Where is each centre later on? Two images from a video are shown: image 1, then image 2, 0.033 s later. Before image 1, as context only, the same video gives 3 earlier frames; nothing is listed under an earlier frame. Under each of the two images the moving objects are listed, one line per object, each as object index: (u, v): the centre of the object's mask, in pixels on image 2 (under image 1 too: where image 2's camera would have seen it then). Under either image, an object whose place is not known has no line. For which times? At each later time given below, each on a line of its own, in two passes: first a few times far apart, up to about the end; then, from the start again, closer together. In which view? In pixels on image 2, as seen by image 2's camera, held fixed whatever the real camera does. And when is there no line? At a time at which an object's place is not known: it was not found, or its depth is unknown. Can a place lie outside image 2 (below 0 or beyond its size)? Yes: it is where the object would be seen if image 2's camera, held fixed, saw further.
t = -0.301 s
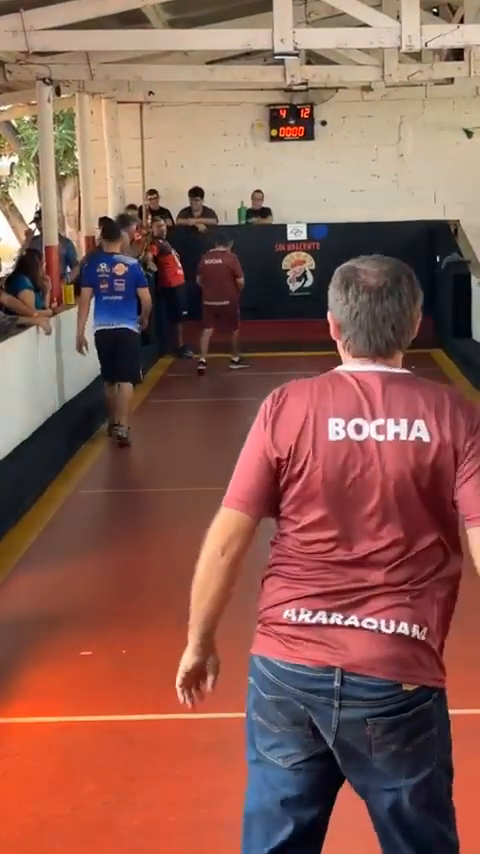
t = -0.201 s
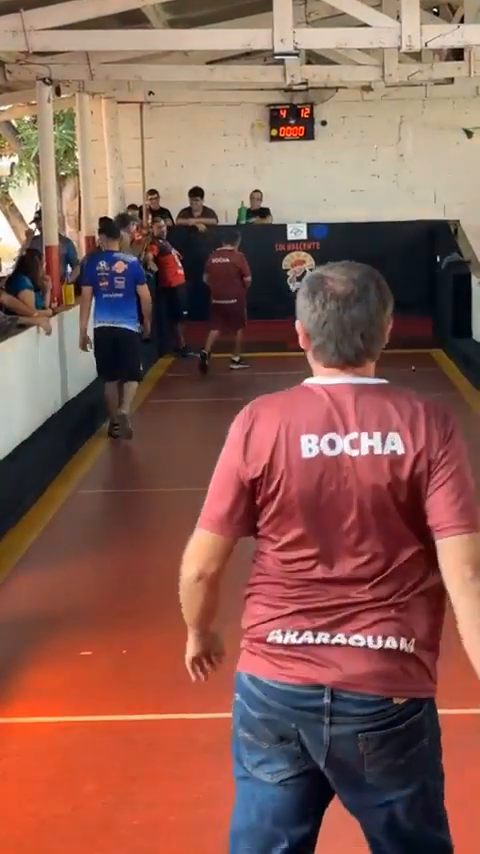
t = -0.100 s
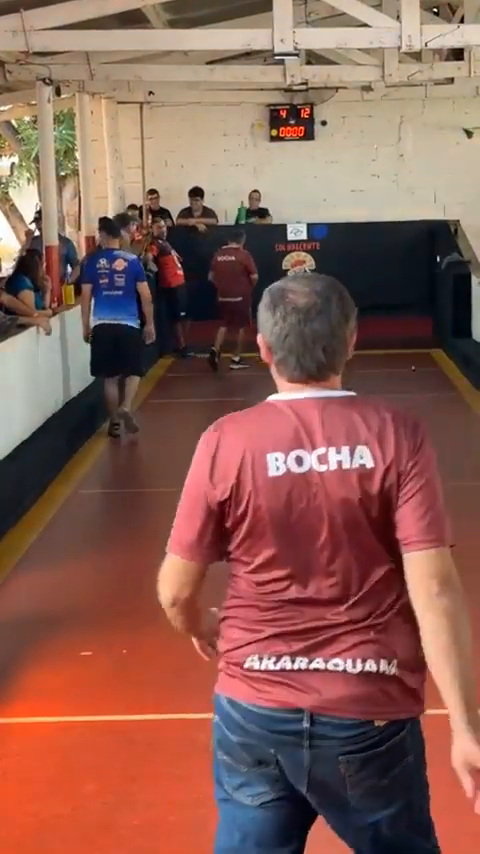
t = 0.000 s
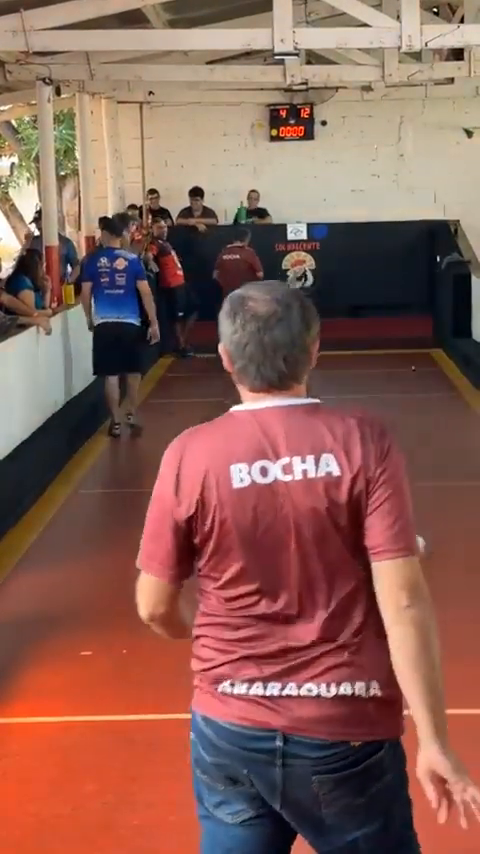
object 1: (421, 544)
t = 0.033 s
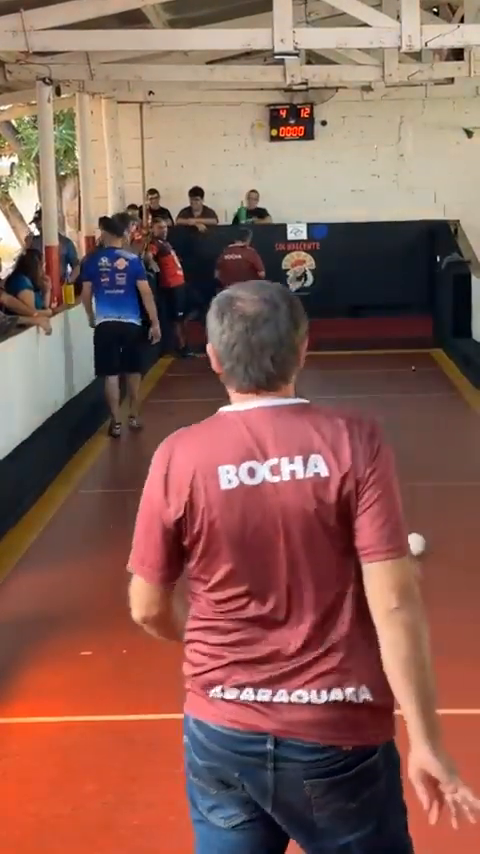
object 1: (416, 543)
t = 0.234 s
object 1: (413, 531)
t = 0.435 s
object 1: (415, 520)
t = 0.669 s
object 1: (414, 508)
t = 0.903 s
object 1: (413, 496)
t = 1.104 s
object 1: (413, 487)
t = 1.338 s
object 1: (412, 478)
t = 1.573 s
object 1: (411, 470)
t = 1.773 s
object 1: (411, 463)
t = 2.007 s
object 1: (410, 456)
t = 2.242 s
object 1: (408, 450)
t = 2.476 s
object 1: (407, 443)
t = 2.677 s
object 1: (406, 439)
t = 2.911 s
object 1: (404, 433)
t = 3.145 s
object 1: (403, 428)
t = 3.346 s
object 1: (402, 425)
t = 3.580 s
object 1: (400, 421)
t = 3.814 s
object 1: (399, 416)
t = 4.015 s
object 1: (397, 413)
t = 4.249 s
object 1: (395, 410)
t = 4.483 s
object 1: (393, 407)
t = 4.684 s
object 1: (391, 404)
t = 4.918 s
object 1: (389, 402)
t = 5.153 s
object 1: (386, 400)
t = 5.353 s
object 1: (385, 397)
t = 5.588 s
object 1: (382, 395)
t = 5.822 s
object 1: (380, 393)
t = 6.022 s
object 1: (378, 392)
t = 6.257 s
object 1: (376, 390)
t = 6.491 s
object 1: (374, 389)
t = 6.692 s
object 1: (372, 387)
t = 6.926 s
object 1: (370, 386)
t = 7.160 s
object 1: (367, 385)
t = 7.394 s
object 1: (364, 384)
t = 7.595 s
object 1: (362, 383)
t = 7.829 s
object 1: (360, 382)
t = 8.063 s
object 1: (357, 381)
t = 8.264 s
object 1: (356, 380)
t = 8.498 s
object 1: (354, 379)
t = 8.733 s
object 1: (352, 379)
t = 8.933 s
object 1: (350, 378)
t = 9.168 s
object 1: (348, 378)
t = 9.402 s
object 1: (346, 377)
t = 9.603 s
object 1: (345, 377)
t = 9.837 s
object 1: (344, 377)
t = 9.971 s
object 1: (344, 377)
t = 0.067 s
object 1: (414, 542)
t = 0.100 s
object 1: (414, 540)
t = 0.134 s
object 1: (414, 538)
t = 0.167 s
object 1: (414, 536)
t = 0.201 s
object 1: (413, 533)
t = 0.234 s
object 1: (413, 531)
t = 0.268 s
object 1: (414, 530)
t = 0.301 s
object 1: (414, 528)
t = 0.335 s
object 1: (414, 526)
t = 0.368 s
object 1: (414, 524)
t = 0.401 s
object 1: (415, 522)
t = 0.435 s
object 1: (415, 520)
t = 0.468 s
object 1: (415, 518)
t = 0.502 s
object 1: (415, 516)
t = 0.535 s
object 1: (415, 515)
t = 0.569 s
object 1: (415, 513)
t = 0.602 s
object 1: (415, 511)
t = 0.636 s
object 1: (415, 509)
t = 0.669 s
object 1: (414, 508)
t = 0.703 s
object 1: (414, 506)
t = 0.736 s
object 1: (414, 505)
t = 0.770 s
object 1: (413, 503)
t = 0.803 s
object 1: (413, 500)
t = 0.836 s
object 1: (413, 499)
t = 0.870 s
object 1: (413, 497)
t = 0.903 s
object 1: (413, 496)
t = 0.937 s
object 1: (413, 495)
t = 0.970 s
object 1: (413, 493)
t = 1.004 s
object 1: (413, 492)
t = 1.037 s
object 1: (413, 490)
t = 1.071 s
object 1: (413, 489)
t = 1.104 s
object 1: (413, 487)
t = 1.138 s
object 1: (413, 486)
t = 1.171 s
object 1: (413, 485)
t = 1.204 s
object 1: (413, 483)
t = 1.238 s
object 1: (413, 482)
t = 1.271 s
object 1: (413, 481)
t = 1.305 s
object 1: (412, 479)
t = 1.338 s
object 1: (412, 478)
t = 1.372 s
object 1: (412, 477)
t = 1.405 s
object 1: (412, 476)
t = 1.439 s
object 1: (412, 474)
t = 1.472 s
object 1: (412, 473)
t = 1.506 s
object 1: (412, 472)
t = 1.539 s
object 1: (412, 471)
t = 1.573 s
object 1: (411, 470)
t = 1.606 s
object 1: (411, 469)
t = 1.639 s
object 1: (411, 467)
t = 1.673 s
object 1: (411, 466)
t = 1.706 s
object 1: (411, 465)
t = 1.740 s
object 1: (411, 464)
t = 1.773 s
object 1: (411, 463)
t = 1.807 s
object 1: (411, 462)
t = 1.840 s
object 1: (411, 461)
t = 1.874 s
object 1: (410, 460)
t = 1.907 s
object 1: (410, 459)
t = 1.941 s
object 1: (410, 458)
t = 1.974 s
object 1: (410, 457)
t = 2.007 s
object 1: (410, 456)
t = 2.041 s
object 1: (410, 455)
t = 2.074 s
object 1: (409, 454)
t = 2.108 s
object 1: (409, 453)
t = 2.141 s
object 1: (409, 453)
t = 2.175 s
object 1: (409, 452)
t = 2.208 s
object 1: (409, 451)
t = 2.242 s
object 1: (408, 450)
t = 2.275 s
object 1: (408, 449)
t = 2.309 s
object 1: (408, 448)
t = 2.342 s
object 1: (408, 447)
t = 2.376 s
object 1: (408, 446)
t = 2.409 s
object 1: (407, 445)
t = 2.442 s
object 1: (407, 444)
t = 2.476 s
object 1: (407, 443)
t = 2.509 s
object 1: (406, 443)
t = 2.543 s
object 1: (406, 442)
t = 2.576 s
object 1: (406, 441)
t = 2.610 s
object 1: (406, 440)
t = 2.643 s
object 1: (406, 440)
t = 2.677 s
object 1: (406, 439)
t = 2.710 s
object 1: (405, 438)
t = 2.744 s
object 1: (405, 437)
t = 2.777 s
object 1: (405, 436)
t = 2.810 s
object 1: (405, 435)
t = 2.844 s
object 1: (405, 435)
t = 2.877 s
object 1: (405, 434)
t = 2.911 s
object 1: (404, 433)
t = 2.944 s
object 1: (404, 433)
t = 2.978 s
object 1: (404, 432)
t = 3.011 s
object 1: (404, 431)
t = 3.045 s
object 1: (404, 430)
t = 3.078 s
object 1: (403, 430)
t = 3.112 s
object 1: (403, 429)
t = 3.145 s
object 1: (403, 428)
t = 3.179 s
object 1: (403, 428)
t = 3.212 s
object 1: (403, 427)
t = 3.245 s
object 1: (402, 427)
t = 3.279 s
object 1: (402, 426)
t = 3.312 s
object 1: (402, 426)
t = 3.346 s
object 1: (402, 425)
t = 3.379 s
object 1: (401, 424)
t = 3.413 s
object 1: (401, 424)
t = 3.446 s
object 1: (401, 423)
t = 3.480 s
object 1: (401, 422)
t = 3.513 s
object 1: (401, 421)
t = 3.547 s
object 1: (400, 421)
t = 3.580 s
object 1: (400, 421)
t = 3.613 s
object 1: (400, 420)
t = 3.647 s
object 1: (400, 419)
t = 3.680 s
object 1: (400, 419)
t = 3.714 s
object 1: (399, 418)
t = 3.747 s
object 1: (399, 418)
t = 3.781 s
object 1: (399, 417)
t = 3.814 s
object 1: (399, 416)
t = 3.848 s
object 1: (399, 416)
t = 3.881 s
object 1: (398, 415)
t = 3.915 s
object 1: (398, 415)
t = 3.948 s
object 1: (397, 414)
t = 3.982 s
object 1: (397, 414)
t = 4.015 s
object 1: (397, 413)
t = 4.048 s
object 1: (397, 413)
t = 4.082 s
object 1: (397, 412)
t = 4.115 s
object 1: (397, 412)
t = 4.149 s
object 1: (396, 411)
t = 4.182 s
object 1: (396, 411)
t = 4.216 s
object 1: (396, 411)
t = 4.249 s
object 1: (395, 410)
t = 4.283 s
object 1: (395, 410)
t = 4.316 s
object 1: (395, 409)
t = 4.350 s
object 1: (394, 409)
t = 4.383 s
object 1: (394, 408)
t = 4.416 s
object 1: (394, 408)
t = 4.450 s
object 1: (394, 408)
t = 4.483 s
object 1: (393, 407)
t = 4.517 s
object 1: (393, 407)
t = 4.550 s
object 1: (392, 406)
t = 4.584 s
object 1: (393, 406)
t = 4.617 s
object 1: (392, 405)
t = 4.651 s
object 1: (392, 405)
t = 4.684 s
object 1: (391, 404)
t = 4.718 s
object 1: (391, 404)
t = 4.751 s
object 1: (391, 404)
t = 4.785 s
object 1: (390, 403)
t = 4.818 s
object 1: (390, 403)
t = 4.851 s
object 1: (390, 403)
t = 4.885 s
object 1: (389, 402)
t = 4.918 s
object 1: (389, 402)
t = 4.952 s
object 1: (389, 401)
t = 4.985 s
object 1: (388, 401)
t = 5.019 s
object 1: (388, 401)
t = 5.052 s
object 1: (388, 400)
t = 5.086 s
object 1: (387, 400)
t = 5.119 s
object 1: (387, 400)
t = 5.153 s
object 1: (386, 400)
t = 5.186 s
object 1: (386, 399)
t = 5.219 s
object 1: (386, 399)
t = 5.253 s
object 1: (385, 398)
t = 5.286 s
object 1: (385, 398)
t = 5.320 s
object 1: (385, 398)
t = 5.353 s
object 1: (385, 397)
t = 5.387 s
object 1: (384, 397)
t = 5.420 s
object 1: (384, 397)
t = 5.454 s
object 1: (384, 397)
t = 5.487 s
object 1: (383, 396)
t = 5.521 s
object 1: (383, 396)
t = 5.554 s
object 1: (383, 396)
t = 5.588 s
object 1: (382, 395)
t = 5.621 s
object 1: (382, 395)
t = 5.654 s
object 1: (382, 395)
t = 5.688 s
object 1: (381, 395)
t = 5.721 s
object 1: (381, 394)
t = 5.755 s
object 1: (381, 394)
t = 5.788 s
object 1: (380, 394)
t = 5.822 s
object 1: (380, 393)
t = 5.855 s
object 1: (380, 393)
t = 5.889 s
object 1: (379, 393)
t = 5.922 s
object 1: (379, 393)
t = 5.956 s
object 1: (379, 392)
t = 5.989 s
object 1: (379, 392)
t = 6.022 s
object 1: (378, 392)
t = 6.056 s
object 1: (378, 392)
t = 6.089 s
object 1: (378, 391)
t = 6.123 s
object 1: (378, 391)
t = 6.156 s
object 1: (377, 391)
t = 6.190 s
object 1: (377, 391)
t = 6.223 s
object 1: (376, 390)
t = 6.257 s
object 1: (376, 390)
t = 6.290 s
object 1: (376, 390)
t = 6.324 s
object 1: (375, 390)
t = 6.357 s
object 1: (375, 390)
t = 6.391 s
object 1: (375, 389)
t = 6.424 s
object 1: (375, 389)
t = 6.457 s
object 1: (374, 389)
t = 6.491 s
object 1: (374, 389)
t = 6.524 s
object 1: (374, 388)
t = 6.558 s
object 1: (373, 388)
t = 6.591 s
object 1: (373, 388)
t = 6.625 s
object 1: (373, 388)
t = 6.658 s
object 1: (372, 387)
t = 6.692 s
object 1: (372, 387)
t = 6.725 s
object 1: (372, 387)
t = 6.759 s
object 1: (371, 387)
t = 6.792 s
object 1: (371, 387)
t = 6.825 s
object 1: (371, 387)
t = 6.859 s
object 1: (370, 386)
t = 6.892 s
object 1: (370, 386)
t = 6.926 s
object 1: (370, 386)
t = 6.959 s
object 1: (369, 386)
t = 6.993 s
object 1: (369, 386)
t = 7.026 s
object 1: (368, 386)
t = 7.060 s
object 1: (368, 385)
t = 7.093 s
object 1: (368, 385)
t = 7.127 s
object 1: (367, 385)
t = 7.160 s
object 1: (367, 385)
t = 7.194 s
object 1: (367, 385)
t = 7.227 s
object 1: (366, 384)
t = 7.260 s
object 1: (366, 384)
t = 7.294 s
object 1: (365, 384)
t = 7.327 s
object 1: (365, 384)
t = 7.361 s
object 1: (364, 384)
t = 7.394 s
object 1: (364, 384)
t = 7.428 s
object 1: (364, 383)
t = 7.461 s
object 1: (363, 383)
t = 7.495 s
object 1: (363, 383)
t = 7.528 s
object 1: (363, 383)
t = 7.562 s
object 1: (362, 383)
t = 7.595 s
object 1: (362, 383)
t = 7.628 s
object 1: (362, 383)
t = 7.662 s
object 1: (362, 383)
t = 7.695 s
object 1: (362, 382)
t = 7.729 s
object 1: (361, 382)
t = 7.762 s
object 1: (361, 382)
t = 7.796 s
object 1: (360, 382)
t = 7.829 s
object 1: (360, 382)
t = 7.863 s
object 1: (359, 382)
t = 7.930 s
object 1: (359, 381)
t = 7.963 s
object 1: (358, 381)
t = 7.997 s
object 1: (358, 381)
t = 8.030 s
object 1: (358, 381)
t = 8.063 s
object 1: (357, 381)
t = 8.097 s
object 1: (357, 381)
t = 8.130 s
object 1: (357, 380)
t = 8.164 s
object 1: (356, 380)
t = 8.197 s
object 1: (356, 380)
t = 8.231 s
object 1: (356, 380)
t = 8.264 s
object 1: (356, 380)
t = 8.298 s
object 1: (355, 380)
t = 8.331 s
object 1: (355, 380)
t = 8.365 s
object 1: (355, 379)
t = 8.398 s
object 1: (354, 379)
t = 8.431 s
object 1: (354, 379)
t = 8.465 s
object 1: (354, 379)
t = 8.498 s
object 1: (354, 379)
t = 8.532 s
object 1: (353, 379)
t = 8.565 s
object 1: (353, 379)
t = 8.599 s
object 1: (353, 379)
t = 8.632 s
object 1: (352, 379)
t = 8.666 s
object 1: (352, 379)
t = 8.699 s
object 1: (352, 379)
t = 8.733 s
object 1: (352, 379)
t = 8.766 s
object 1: (351, 378)
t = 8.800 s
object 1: (351, 378)
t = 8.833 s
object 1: (351, 378)
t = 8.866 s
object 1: (350, 378)
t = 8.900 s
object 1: (350, 378)
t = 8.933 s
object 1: (350, 378)
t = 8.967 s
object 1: (350, 378)
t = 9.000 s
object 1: (349, 378)
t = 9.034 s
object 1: (349, 378)
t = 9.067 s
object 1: (349, 378)
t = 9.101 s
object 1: (348, 378)
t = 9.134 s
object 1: (348, 378)
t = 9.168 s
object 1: (348, 378)
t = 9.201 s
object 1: (348, 378)
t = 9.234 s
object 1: (348, 378)
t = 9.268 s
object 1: (347, 377)
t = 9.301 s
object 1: (347, 377)
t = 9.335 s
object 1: (347, 377)
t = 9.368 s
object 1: (347, 377)
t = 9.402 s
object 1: (346, 377)
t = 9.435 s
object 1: (346, 377)
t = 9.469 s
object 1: (346, 377)
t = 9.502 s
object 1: (346, 377)
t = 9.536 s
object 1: (346, 377)
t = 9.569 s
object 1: (345, 377)
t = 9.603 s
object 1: (345, 377)
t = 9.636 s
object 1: (345, 377)
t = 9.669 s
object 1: (345, 377)
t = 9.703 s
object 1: (345, 377)
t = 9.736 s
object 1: (345, 377)
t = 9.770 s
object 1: (345, 377)
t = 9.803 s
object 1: (345, 377)
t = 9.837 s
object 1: (344, 377)
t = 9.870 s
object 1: (344, 377)
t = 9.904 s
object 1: (344, 377)
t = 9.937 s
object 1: (344, 377)
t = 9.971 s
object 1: (344, 377)
